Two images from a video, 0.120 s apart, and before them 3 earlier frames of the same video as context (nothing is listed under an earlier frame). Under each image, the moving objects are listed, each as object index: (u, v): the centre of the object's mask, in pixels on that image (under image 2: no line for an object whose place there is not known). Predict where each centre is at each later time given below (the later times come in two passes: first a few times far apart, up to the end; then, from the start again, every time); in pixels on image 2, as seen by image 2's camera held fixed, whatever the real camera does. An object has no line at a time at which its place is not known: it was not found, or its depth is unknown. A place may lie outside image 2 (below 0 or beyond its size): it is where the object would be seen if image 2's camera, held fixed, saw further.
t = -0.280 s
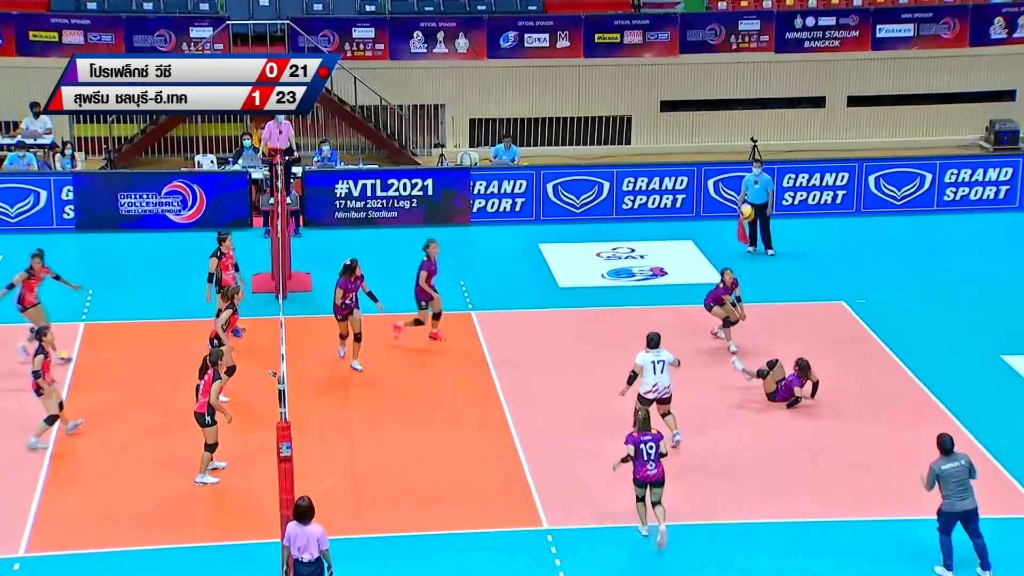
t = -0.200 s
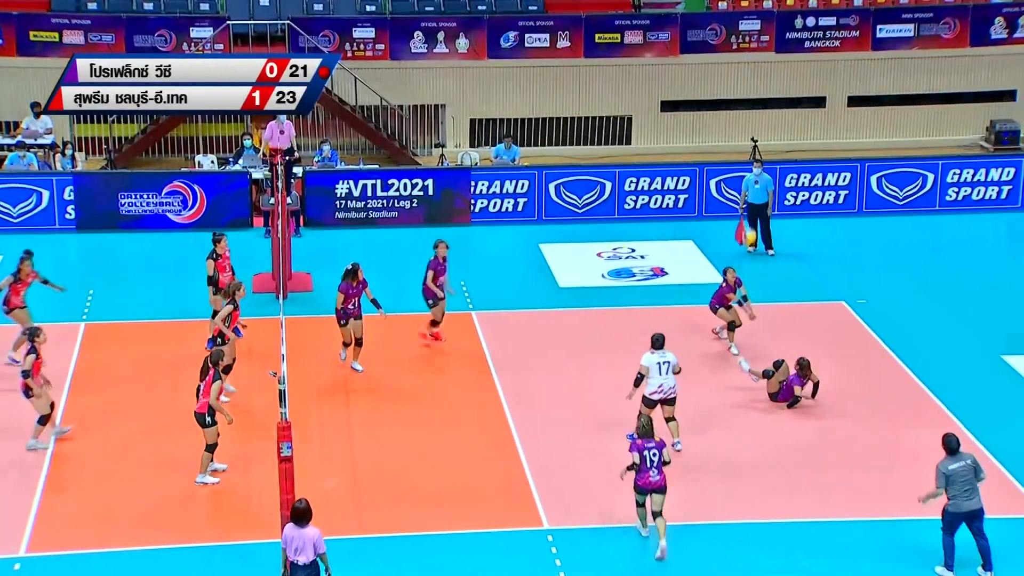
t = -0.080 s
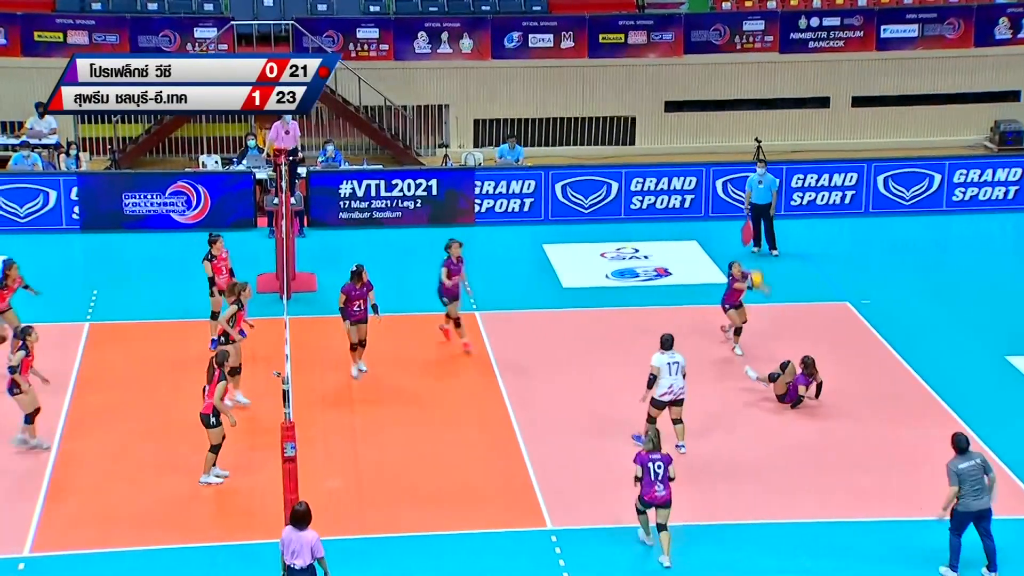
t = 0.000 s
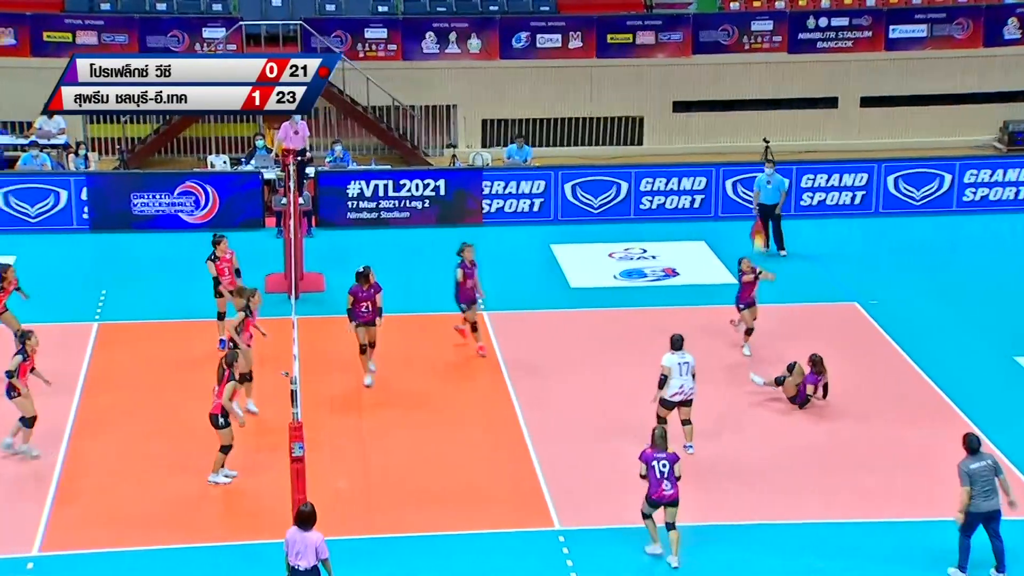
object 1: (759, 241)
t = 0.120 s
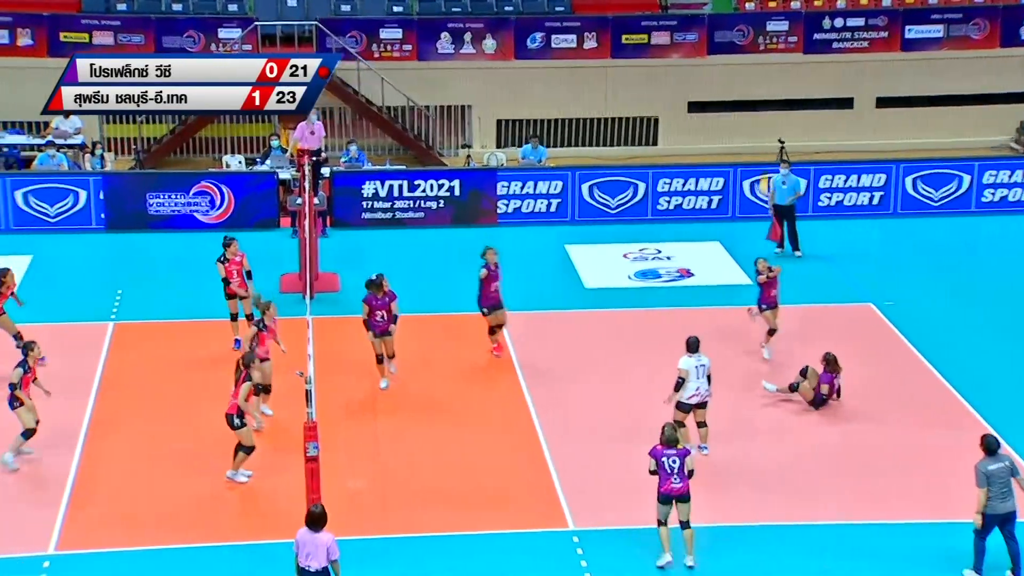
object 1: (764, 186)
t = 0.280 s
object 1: (757, 123)
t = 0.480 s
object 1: (741, 71)
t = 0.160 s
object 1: (764, 168)
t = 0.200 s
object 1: (761, 152)
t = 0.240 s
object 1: (758, 137)
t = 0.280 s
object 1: (757, 123)
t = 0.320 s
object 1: (754, 110)
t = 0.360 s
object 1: (751, 100)
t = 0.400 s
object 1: (748, 88)
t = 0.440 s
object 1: (745, 79)
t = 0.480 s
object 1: (741, 71)
